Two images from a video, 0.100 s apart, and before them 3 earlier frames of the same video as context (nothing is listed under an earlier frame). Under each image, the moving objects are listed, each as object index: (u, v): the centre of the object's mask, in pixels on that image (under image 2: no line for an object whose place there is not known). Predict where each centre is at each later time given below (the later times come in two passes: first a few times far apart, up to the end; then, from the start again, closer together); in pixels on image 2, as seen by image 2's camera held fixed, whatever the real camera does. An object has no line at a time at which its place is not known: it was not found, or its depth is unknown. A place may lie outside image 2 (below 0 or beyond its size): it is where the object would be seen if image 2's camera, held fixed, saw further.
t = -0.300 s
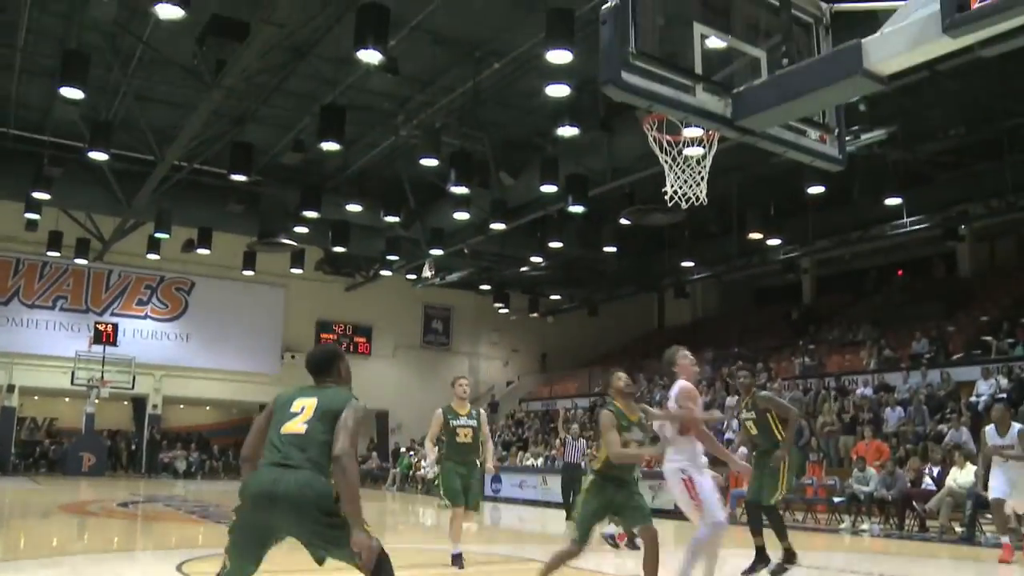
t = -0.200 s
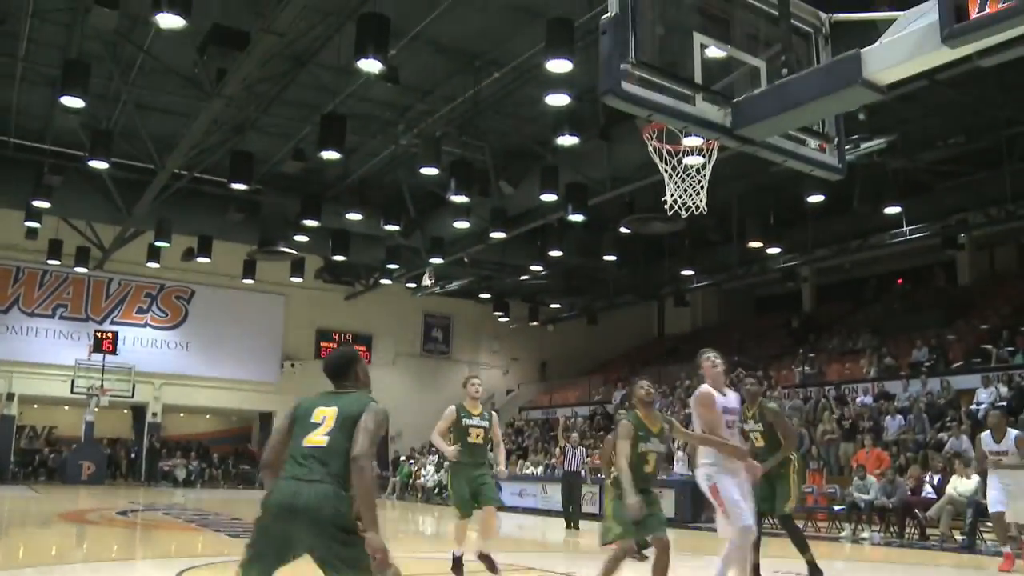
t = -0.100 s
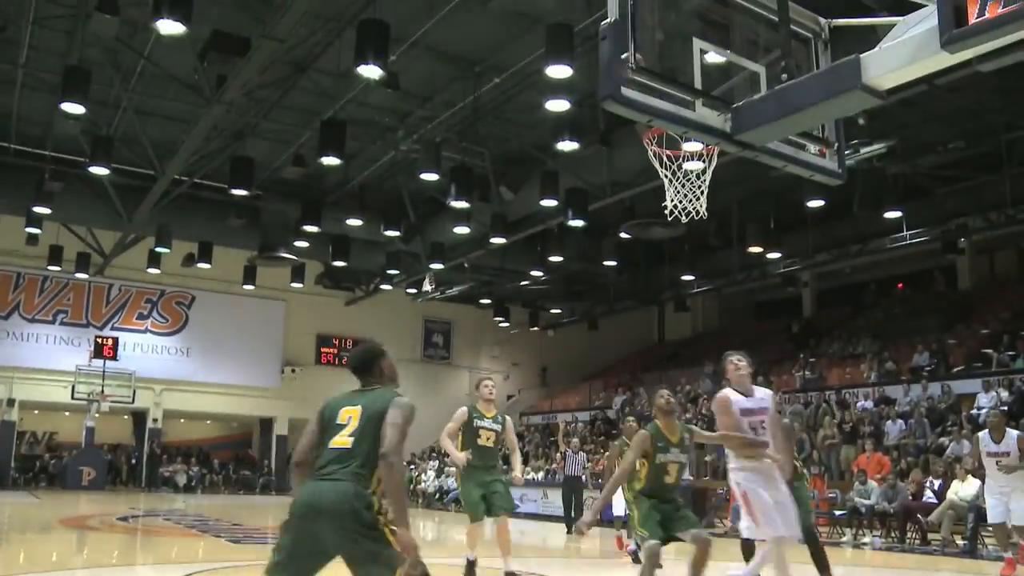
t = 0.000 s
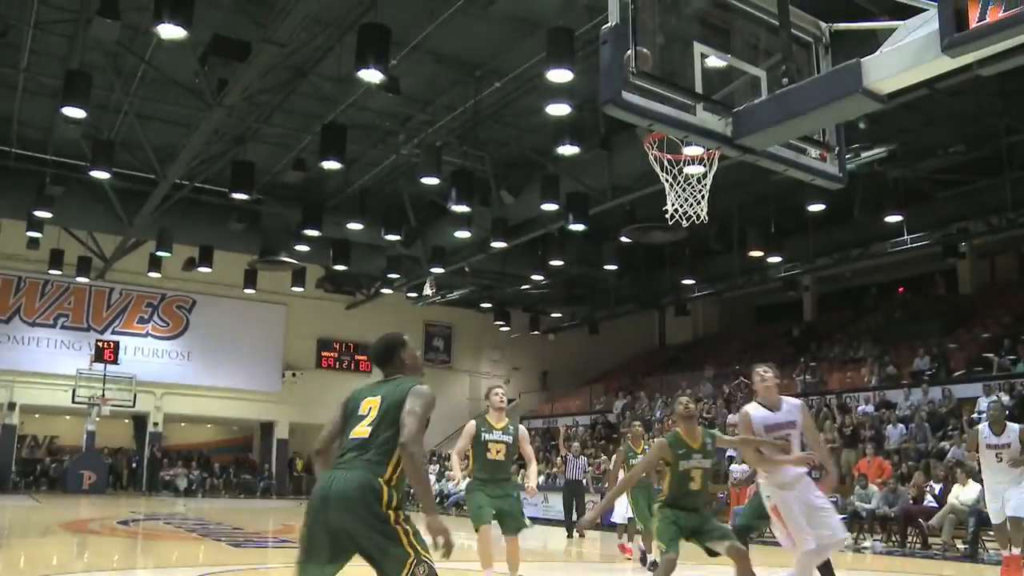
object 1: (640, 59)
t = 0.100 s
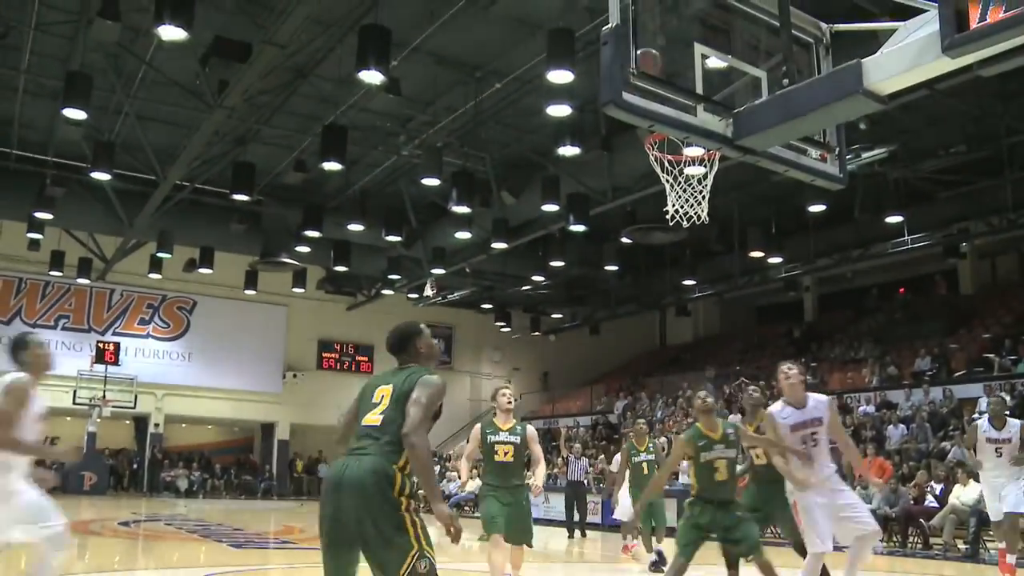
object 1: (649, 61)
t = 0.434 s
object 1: (685, 163)
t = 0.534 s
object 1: (696, 167)
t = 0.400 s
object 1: (682, 156)
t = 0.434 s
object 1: (685, 163)
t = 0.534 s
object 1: (696, 167)
